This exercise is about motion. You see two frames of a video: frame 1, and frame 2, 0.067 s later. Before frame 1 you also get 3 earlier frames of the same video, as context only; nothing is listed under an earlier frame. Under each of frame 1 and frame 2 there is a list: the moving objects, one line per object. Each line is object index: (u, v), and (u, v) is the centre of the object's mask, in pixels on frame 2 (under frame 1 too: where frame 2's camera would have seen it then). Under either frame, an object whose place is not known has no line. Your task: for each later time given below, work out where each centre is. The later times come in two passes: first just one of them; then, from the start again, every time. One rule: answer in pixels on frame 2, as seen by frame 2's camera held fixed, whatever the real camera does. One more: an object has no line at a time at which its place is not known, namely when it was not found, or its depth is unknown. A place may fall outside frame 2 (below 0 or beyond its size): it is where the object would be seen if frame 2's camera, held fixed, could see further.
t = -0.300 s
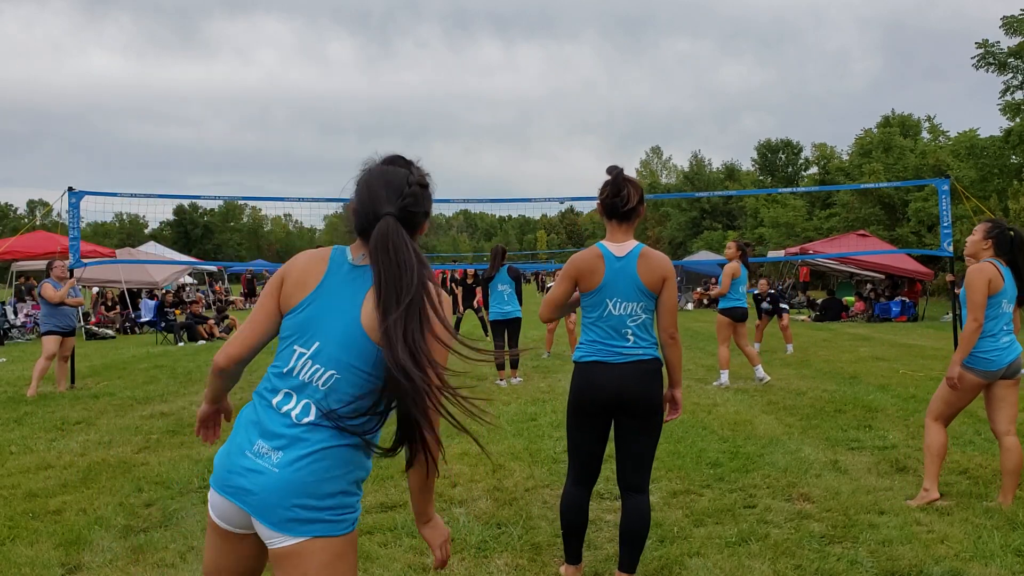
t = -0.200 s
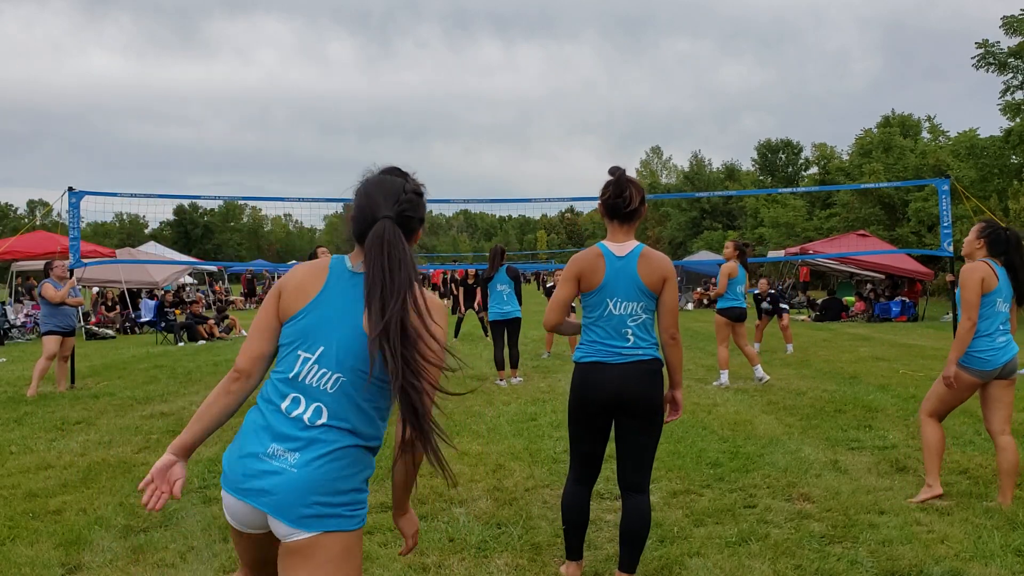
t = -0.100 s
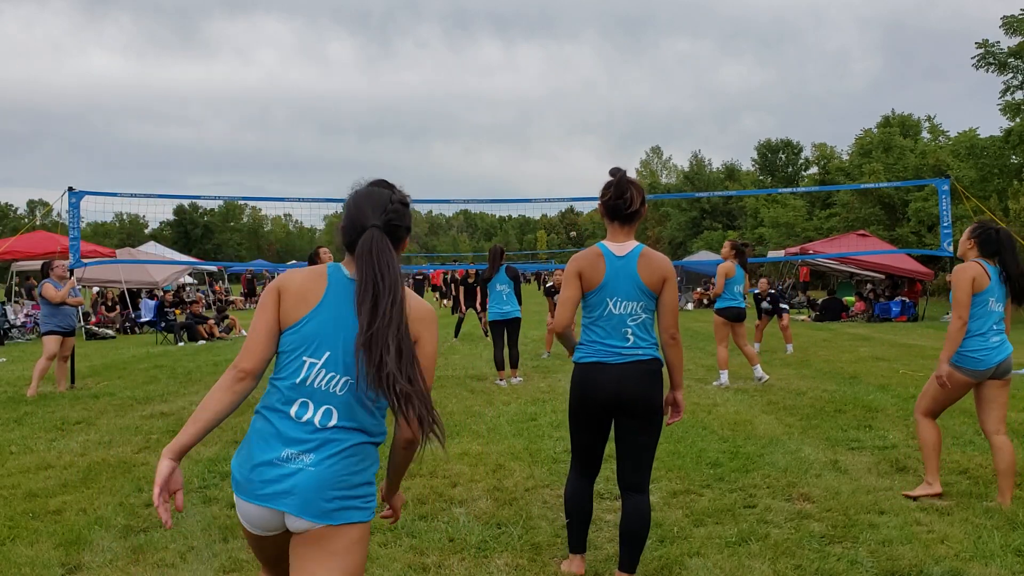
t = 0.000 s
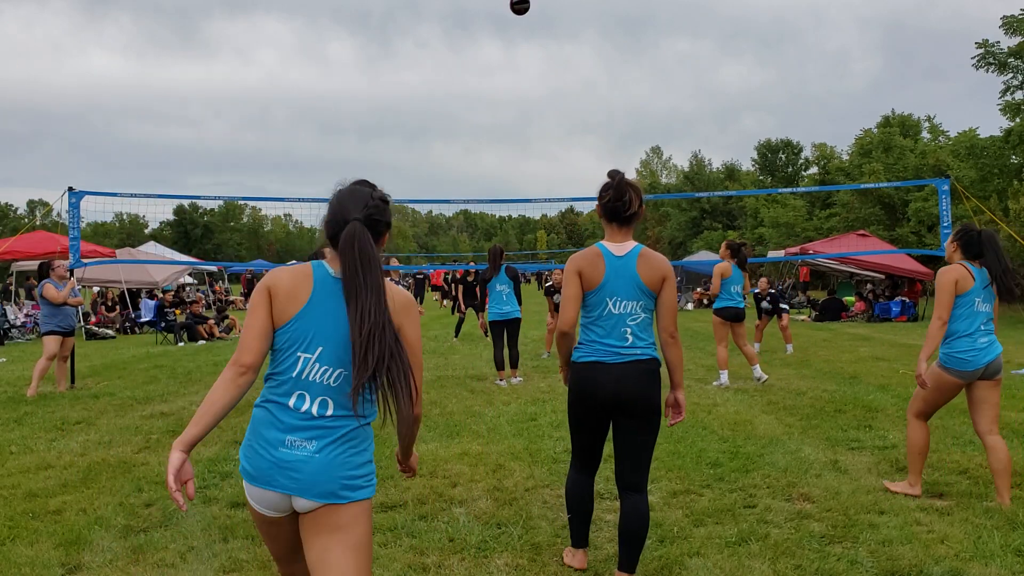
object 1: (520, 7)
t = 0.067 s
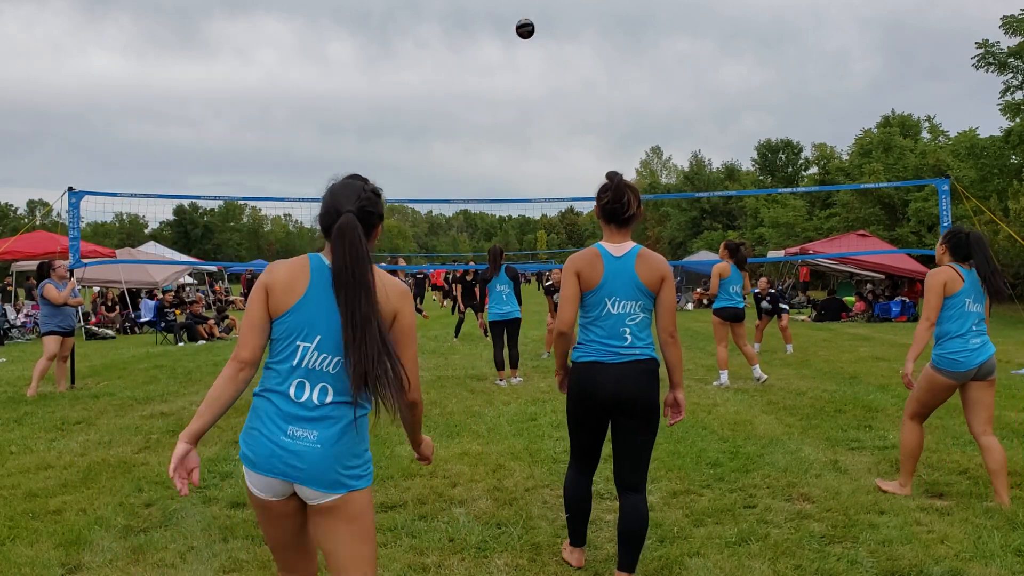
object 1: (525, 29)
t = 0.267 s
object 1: (540, 103)
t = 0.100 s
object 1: (528, 41)
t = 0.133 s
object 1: (530, 54)
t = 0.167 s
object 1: (533, 66)
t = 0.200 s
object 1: (535, 78)
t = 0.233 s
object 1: (538, 91)
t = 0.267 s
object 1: (540, 103)
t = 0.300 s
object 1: (542, 115)
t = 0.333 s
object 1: (544, 128)
